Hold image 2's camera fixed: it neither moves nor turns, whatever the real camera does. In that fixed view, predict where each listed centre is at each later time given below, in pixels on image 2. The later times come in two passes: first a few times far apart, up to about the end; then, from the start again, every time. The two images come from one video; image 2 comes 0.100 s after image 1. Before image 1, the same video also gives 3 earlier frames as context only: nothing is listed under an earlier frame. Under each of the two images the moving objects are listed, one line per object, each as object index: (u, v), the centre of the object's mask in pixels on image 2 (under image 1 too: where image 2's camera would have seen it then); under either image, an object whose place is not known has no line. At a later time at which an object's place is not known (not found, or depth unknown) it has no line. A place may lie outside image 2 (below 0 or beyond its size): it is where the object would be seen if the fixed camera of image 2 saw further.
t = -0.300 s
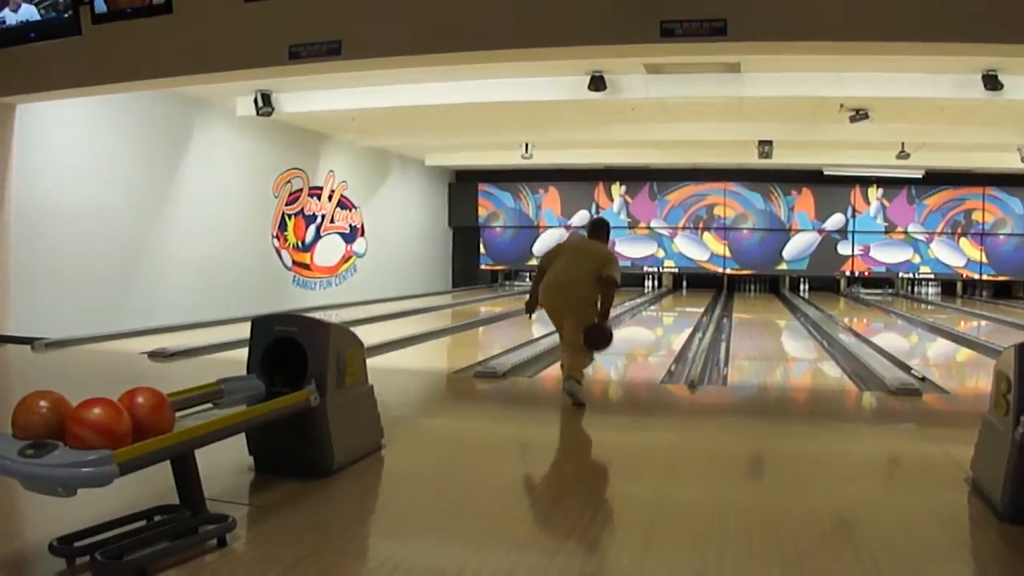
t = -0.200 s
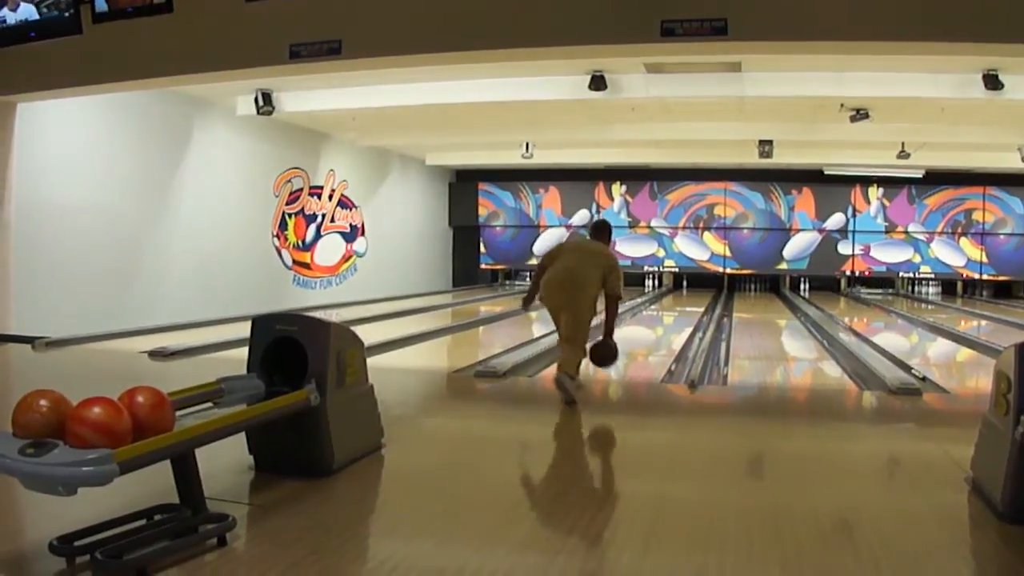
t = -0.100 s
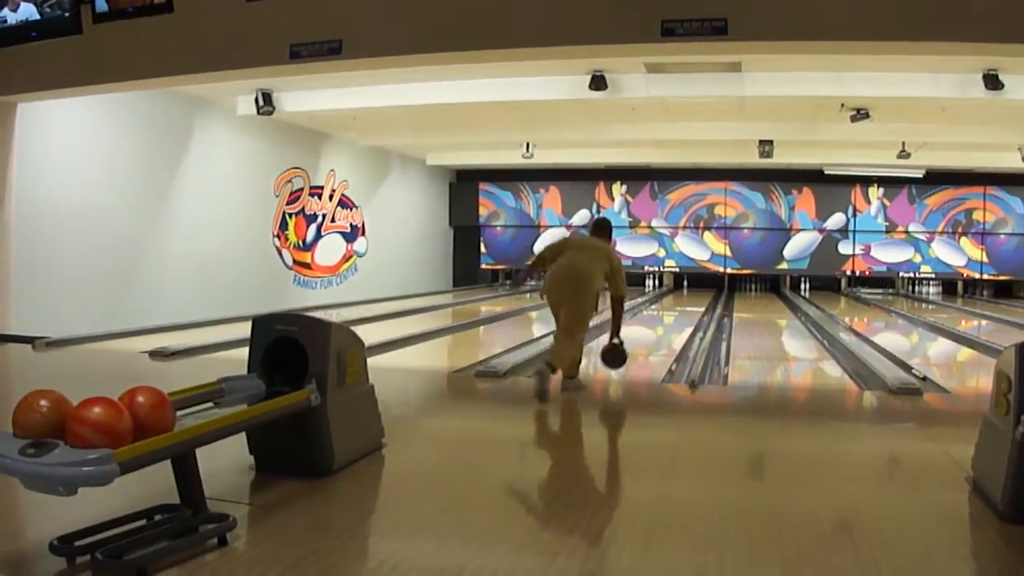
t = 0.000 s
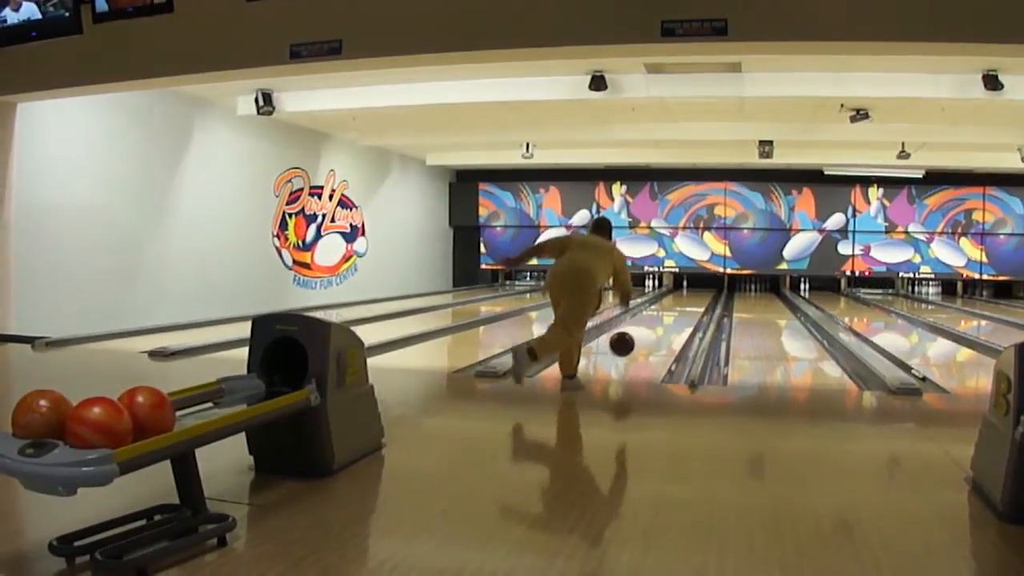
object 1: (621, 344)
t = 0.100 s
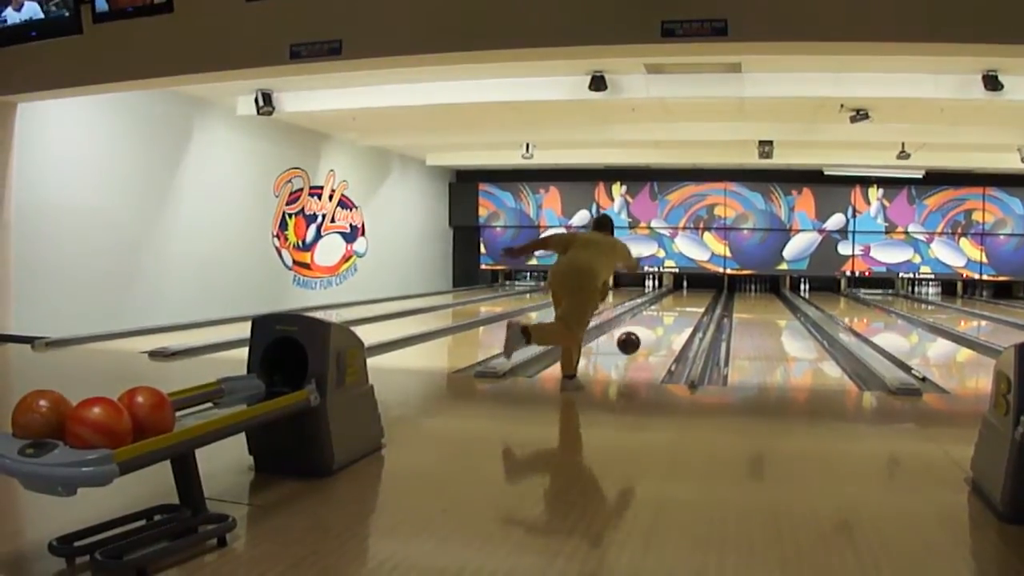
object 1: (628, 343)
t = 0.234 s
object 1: (635, 348)
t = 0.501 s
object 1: (647, 335)
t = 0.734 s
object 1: (655, 326)
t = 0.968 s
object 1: (661, 319)
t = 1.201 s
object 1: (666, 314)
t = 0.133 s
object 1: (630, 345)
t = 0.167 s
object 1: (632, 348)
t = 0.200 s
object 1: (634, 350)
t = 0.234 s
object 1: (635, 348)
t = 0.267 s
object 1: (637, 346)
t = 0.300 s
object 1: (639, 345)
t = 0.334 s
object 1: (641, 343)
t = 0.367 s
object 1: (642, 341)
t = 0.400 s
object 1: (643, 340)
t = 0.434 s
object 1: (645, 338)
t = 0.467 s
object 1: (646, 337)
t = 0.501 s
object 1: (647, 335)
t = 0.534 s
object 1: (649, 334)
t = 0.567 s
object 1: (650, 332)
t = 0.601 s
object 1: (651, 331)
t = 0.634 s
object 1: (652, 330)
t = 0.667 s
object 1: (653, 328)
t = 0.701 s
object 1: (654, 327)
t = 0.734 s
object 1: (655, 326)
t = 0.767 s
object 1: (656, 325)
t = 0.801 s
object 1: (657, 324)
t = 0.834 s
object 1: (658, 323)
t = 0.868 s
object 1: (659, 322)
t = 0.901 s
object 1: (660, 321)
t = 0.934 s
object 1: (660, 320)
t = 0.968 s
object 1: (661, 319)
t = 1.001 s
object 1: (662, 319)
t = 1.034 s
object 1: (663, 318)
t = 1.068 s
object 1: (663, 317)
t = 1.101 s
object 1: (664, 316)
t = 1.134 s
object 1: (665, 315)
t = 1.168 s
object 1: (665, 314)
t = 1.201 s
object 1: (666, 314)
